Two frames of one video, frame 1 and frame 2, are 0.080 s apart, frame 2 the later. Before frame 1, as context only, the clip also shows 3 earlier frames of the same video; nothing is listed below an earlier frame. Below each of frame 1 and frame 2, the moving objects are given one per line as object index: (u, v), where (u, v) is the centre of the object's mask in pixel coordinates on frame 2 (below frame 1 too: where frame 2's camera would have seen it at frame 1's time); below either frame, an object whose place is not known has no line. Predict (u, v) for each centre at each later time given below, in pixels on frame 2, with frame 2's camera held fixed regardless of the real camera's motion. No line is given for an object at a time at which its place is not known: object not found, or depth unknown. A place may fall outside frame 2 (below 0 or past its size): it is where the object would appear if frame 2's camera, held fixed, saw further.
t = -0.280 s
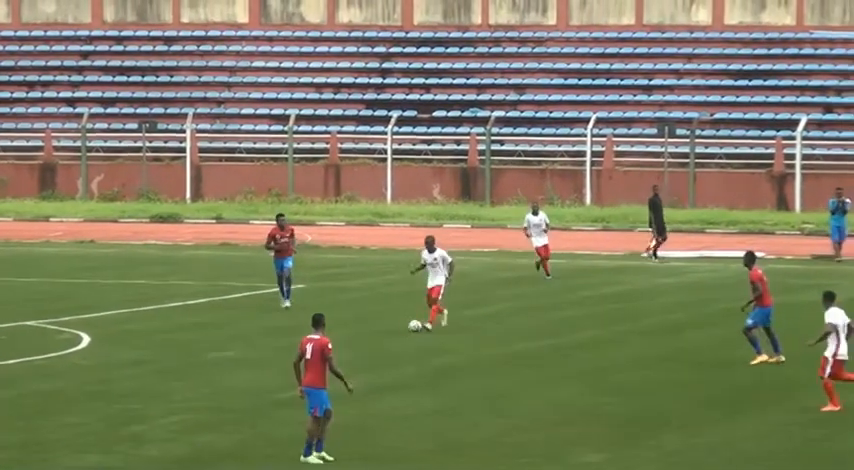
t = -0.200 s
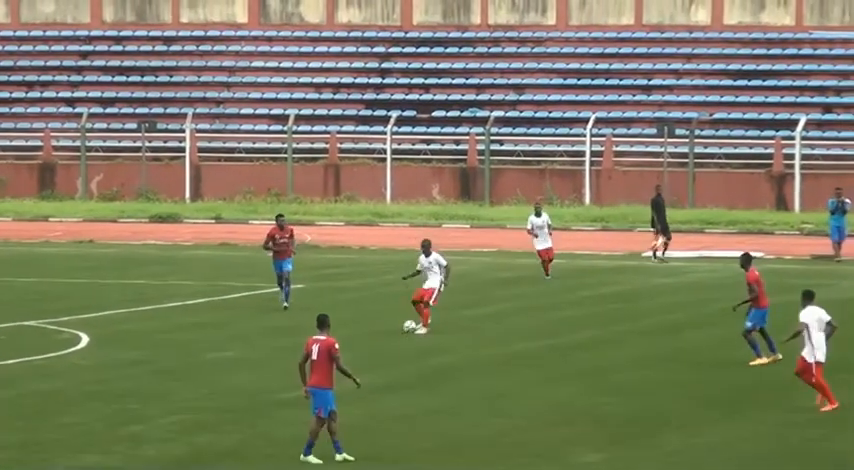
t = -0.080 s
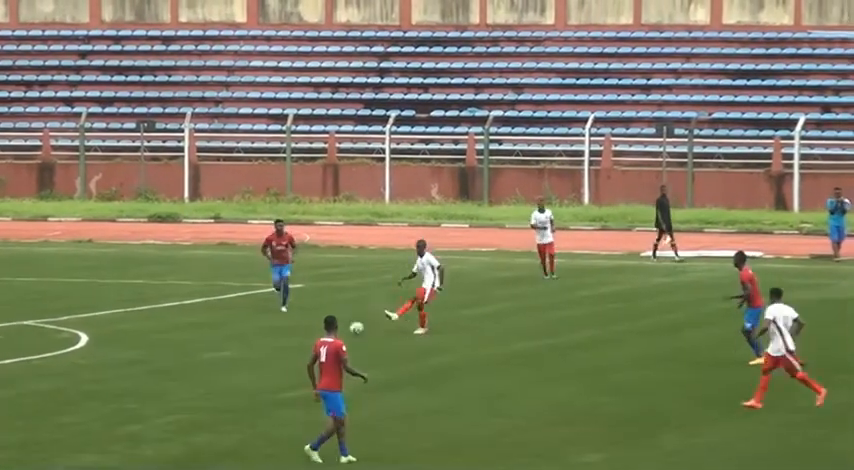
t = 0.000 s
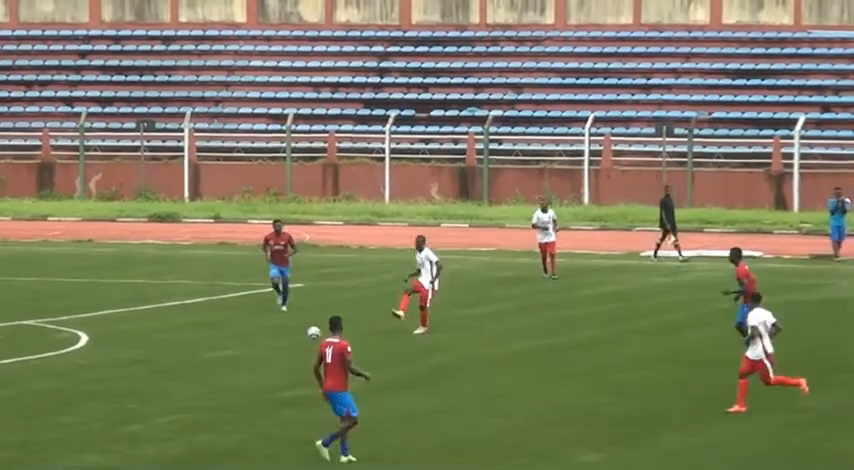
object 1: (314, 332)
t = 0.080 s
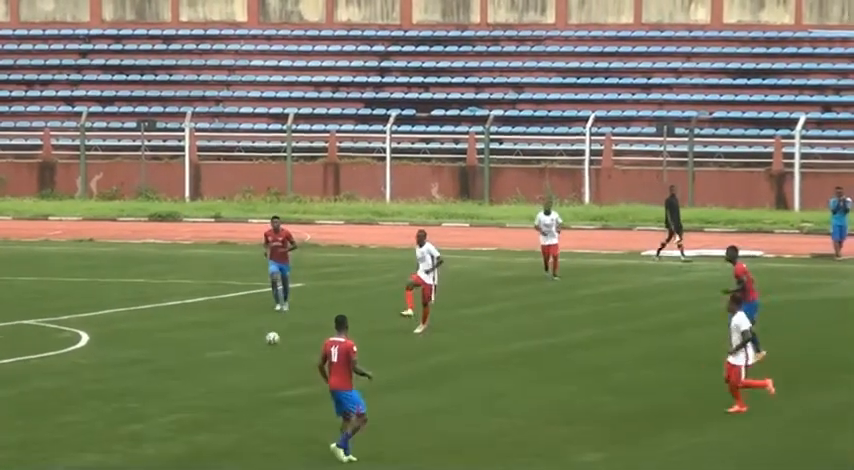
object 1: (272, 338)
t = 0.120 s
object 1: (252, 338)
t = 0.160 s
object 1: (232, 339)
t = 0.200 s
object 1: (212, 341)
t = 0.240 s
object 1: (192, 344)
